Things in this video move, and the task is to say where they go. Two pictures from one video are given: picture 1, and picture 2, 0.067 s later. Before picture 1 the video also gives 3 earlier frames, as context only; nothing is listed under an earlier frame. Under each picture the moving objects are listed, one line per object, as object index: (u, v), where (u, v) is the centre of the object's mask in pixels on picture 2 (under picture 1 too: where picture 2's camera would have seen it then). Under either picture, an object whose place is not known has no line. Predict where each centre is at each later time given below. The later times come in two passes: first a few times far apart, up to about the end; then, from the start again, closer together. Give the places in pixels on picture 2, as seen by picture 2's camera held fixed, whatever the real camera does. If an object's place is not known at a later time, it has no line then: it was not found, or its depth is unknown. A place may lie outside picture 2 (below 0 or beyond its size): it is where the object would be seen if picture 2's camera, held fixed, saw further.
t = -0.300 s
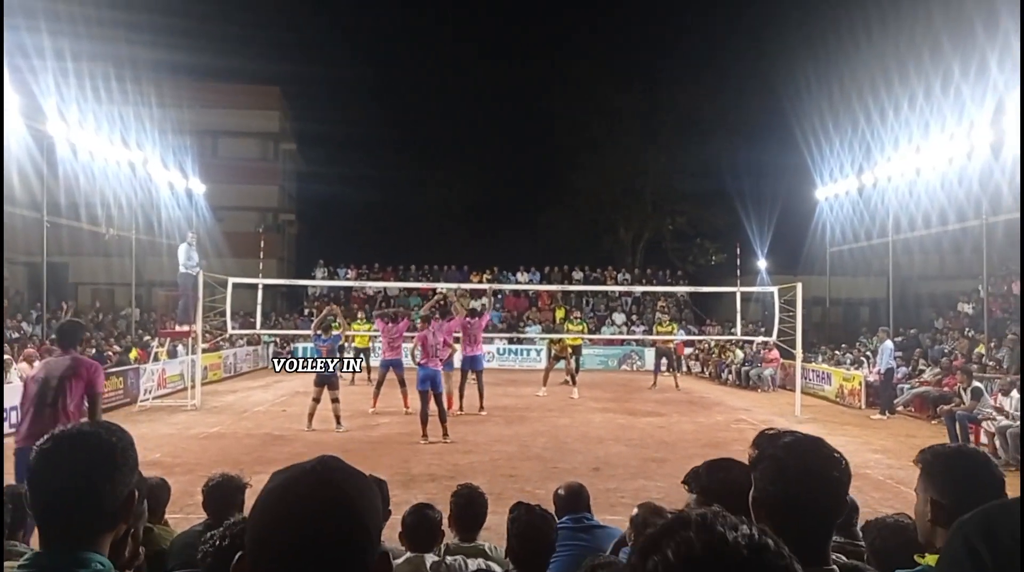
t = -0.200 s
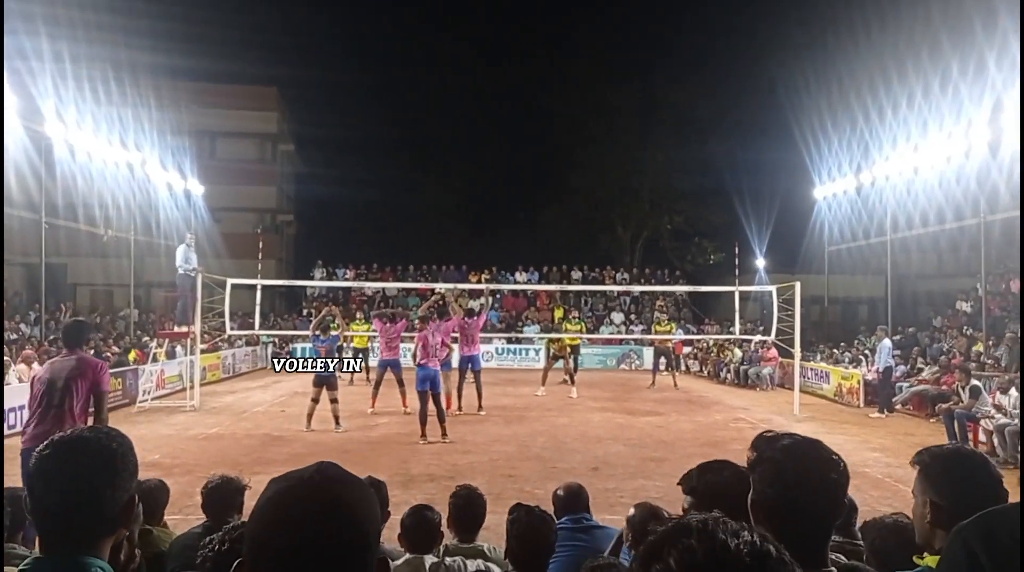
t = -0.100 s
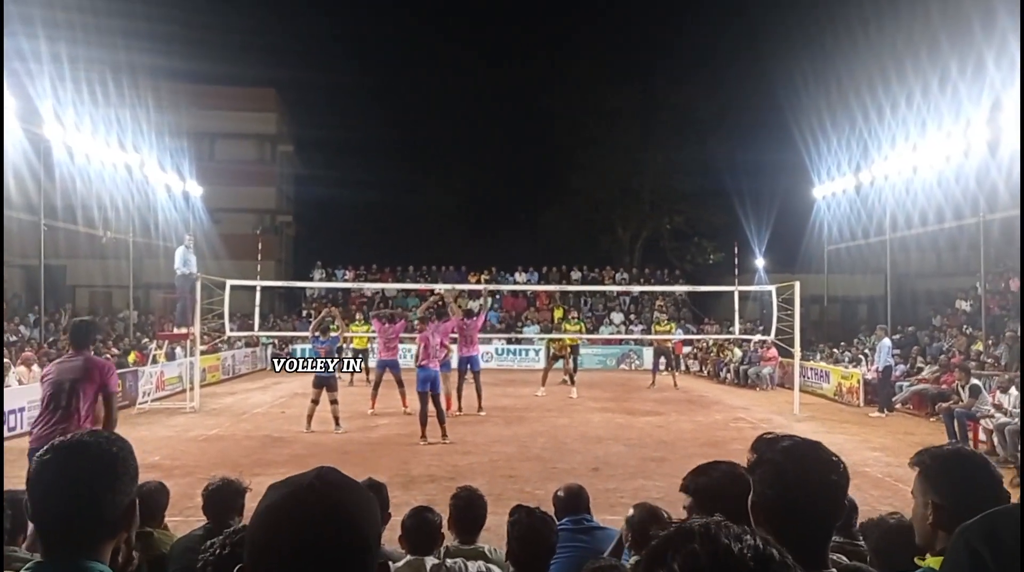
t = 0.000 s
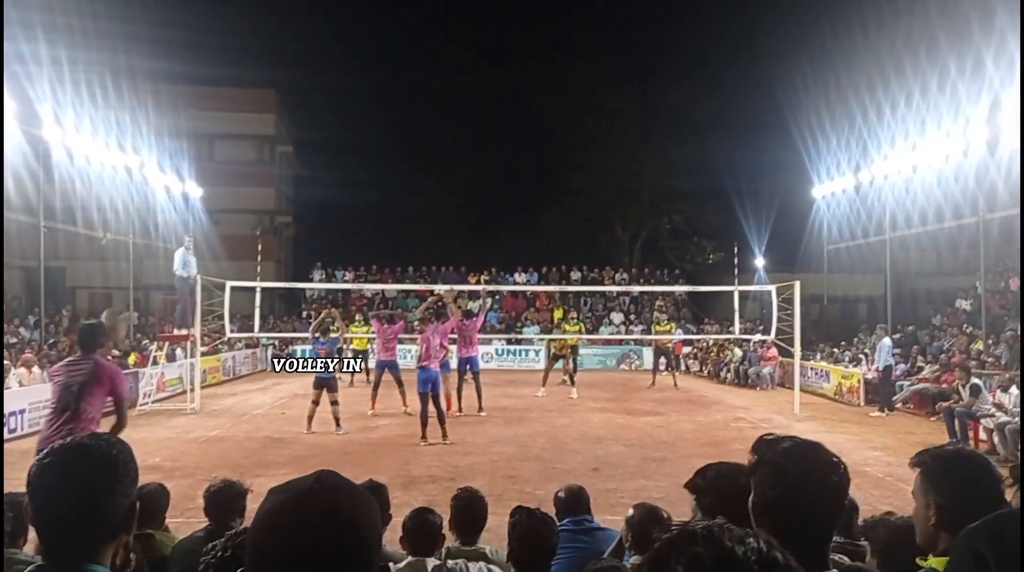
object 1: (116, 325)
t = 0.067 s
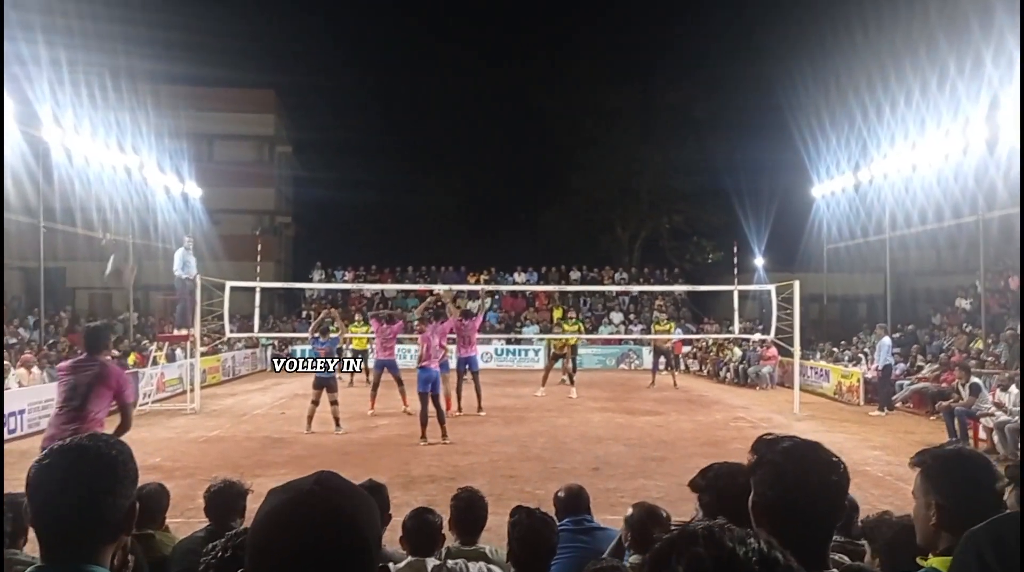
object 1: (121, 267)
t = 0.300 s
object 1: (147, 121)
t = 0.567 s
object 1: (172, 45)
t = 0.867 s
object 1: (198, 55)
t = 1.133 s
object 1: (218, 138)
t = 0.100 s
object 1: (125, 242)
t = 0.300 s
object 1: (147, 121)
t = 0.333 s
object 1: (150, 108)
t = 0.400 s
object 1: (156, 85)
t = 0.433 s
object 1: (160, 73)
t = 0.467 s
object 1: (163, 64)
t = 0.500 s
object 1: (166, 56)
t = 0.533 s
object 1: (168, 50)
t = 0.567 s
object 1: (172, 45)
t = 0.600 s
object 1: (175, 41)
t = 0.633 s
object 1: (178, 39)
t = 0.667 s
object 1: (181, 38)
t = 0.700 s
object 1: (184, 38)
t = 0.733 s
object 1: (187, 39)
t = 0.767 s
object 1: (190, 41)
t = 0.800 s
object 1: (192, 45)
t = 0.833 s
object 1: (195, 49)
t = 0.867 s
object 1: (198, 55)
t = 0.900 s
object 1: (200, 62)
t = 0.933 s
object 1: (203, 70)
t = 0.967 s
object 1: (205, 79)
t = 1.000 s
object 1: (208, 89)
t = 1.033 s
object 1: (210, 99)
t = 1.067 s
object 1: (212, 111)
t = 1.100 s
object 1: (215, 124)
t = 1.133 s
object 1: (218, 138)
